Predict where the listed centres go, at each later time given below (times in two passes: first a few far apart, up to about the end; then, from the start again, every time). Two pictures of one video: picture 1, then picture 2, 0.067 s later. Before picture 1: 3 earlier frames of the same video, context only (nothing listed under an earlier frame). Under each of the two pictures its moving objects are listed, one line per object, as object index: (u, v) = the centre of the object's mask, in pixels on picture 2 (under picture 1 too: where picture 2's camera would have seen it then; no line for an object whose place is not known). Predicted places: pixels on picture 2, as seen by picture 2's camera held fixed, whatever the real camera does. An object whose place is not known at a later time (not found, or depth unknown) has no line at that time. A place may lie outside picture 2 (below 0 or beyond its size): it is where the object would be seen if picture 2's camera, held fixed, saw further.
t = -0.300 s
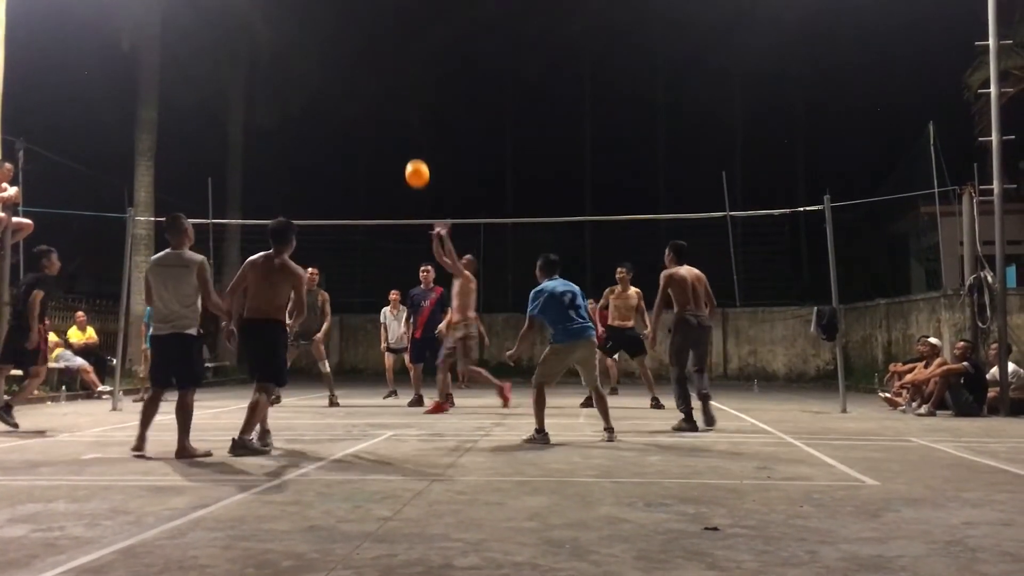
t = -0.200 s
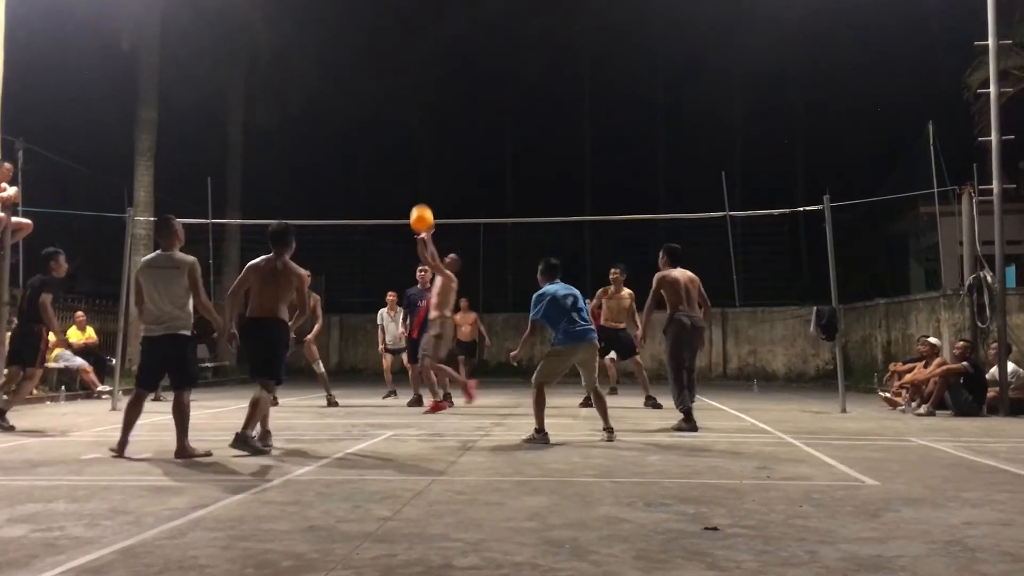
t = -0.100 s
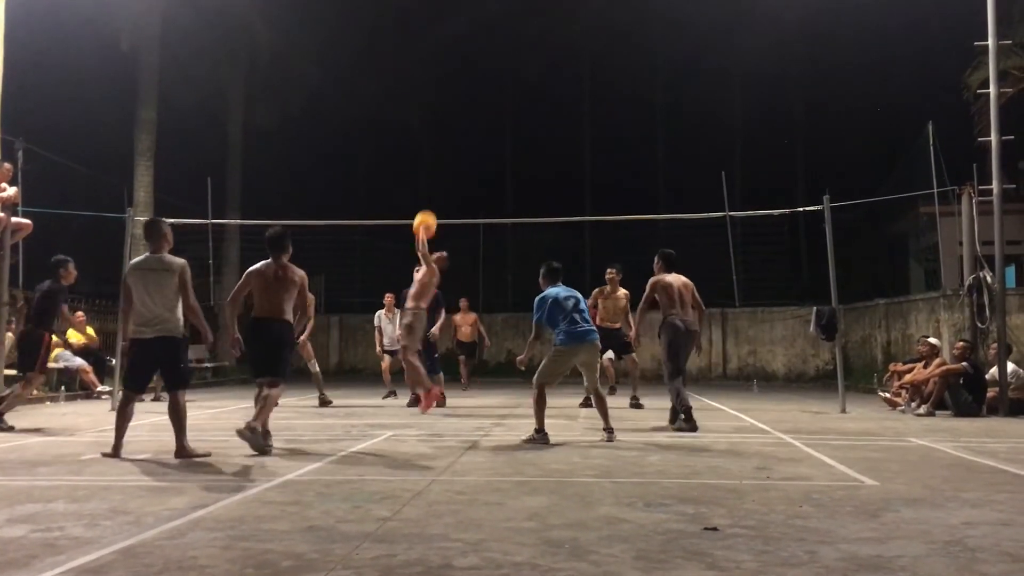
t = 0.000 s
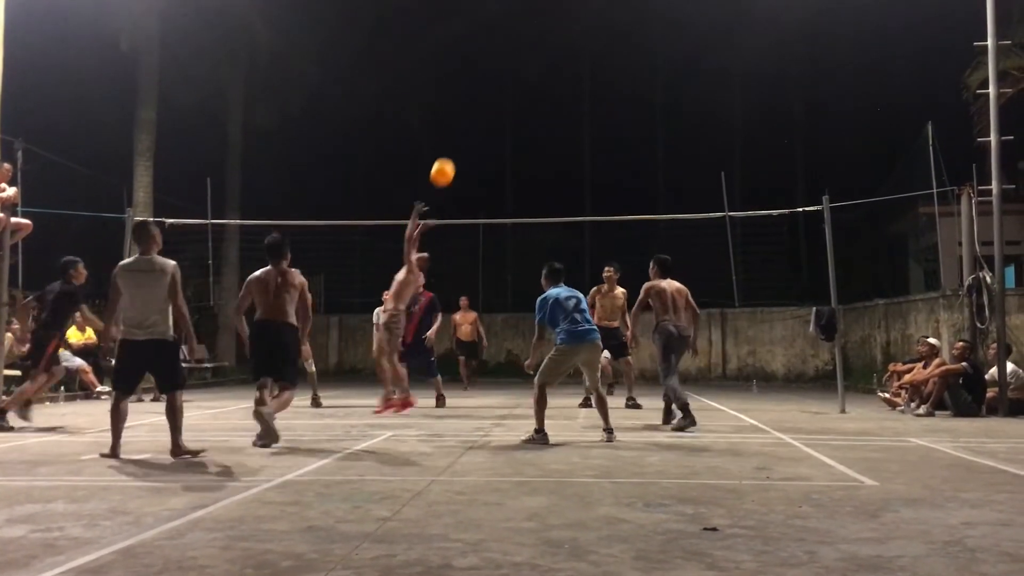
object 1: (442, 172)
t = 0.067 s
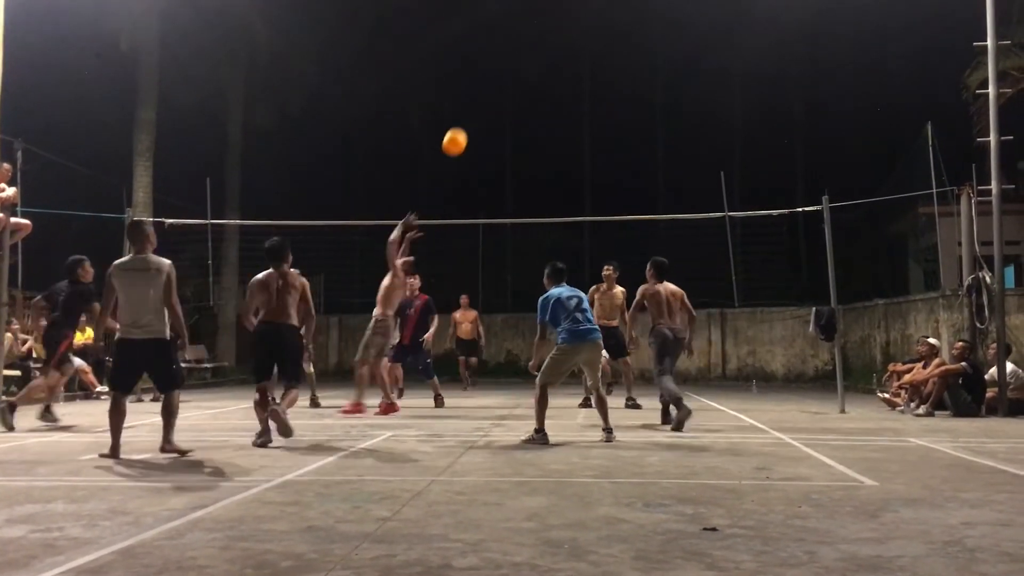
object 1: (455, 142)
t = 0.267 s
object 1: (491, 75)
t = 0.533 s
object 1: (534, 44)
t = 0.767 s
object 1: (570, 67)
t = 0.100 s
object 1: (461, 128)
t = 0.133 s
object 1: (467, 116)
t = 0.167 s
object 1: (473, 104)
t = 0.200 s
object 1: (479, 94)
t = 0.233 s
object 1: (485, 84)
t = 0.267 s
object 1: (491, 75)
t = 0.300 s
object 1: (496, 68)
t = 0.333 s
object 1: (502, 62)
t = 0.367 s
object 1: (507, 56)
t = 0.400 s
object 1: (512, 51)
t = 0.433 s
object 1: (518, 48)
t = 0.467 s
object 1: (523, 46)
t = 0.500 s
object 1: (528, 44)
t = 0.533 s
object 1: (534, 44)
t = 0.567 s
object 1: (539, 44)
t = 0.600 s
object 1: (544, 45)
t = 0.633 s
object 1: (549, 48)
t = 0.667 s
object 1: (555, 49)
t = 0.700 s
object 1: (560, 56)
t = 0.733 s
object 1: (565, 61)
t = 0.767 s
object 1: (570, 67)
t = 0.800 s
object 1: (576, 73)
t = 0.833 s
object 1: (581, 83)
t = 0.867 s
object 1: (586, 92)
